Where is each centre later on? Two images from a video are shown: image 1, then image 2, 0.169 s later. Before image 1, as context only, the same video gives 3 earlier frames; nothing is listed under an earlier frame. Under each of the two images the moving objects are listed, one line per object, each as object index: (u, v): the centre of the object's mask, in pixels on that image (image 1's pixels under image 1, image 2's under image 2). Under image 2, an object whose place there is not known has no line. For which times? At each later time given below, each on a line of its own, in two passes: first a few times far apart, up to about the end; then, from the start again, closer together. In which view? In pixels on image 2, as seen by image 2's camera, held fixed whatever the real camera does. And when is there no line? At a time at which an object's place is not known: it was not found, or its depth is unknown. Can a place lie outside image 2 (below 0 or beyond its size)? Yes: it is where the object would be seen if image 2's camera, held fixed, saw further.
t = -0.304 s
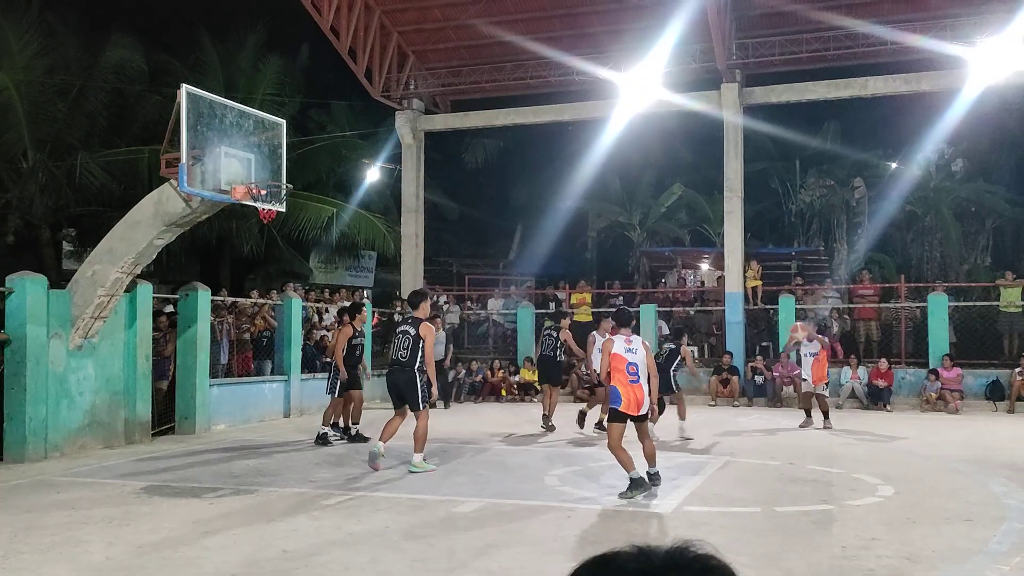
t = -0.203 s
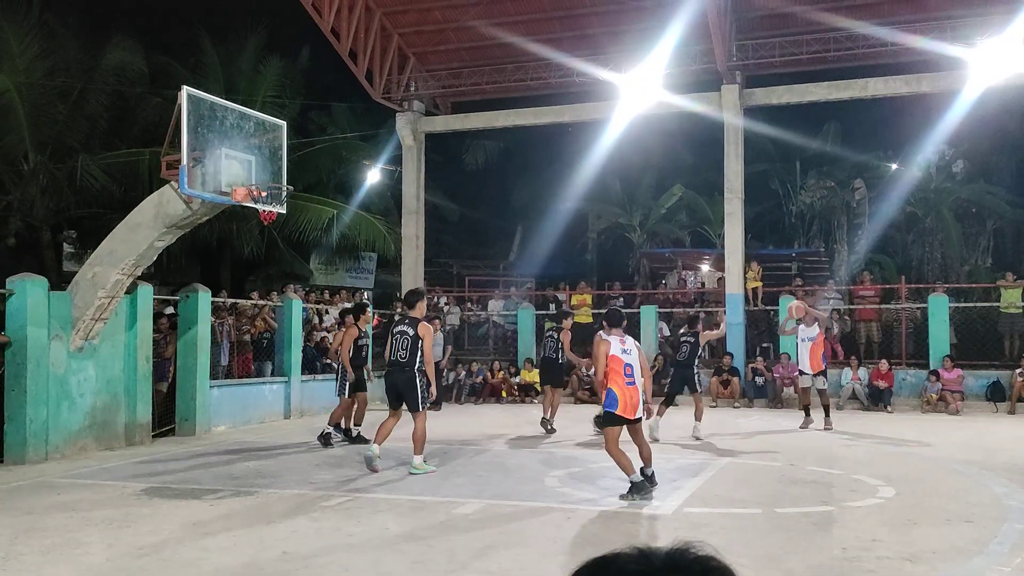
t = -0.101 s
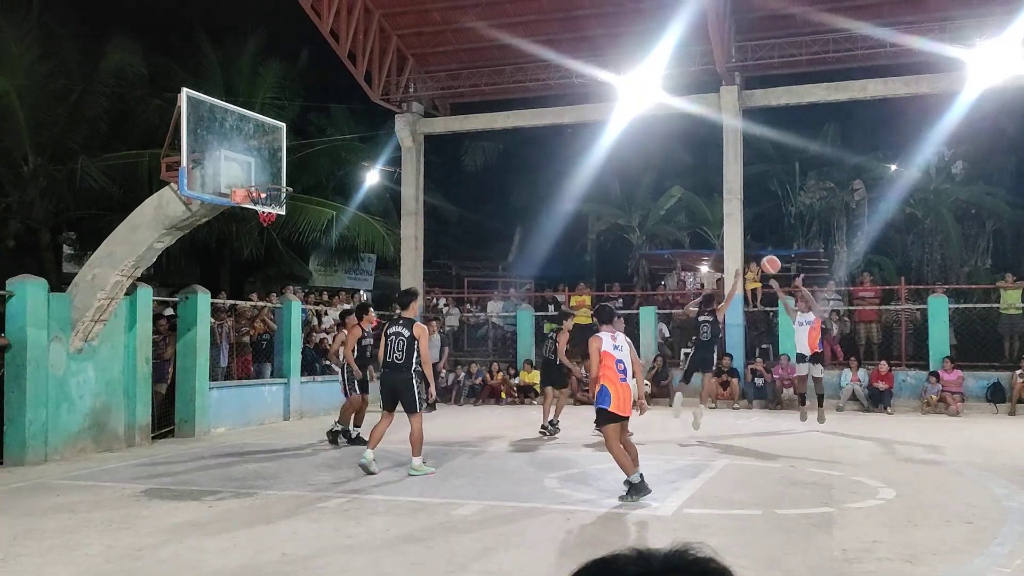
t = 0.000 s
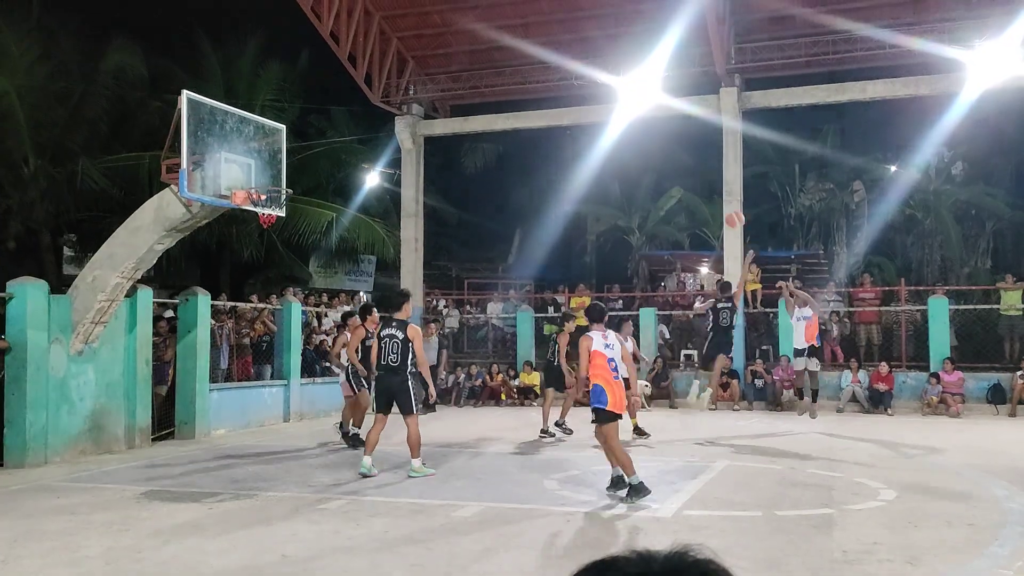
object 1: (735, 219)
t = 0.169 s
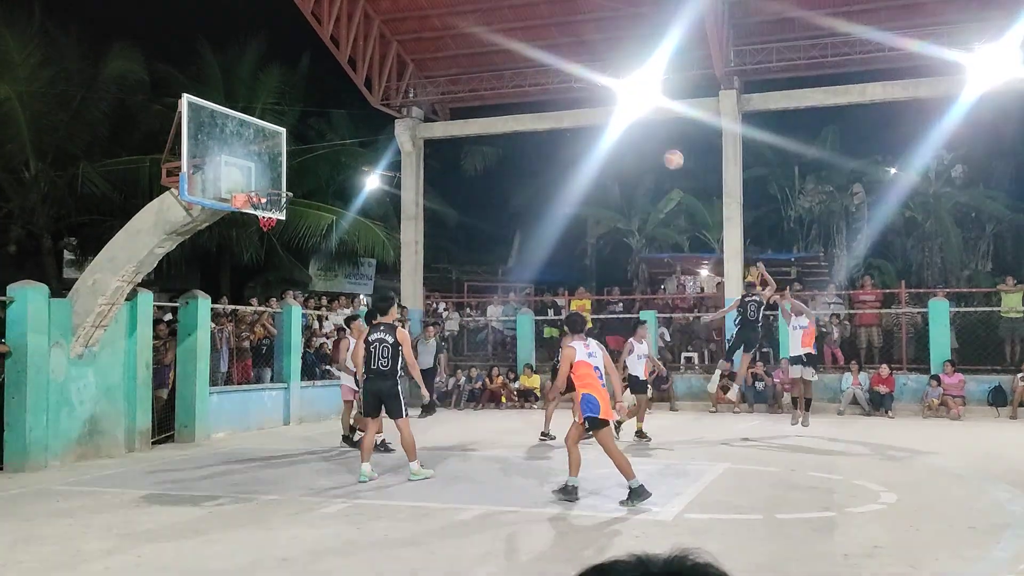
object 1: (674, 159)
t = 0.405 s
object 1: (583, 103)
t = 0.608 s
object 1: (501, 91)
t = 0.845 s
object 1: (398, 117)
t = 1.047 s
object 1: (303, 184)
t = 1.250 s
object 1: (360, 151)
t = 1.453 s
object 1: (427, 143)
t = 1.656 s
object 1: (486, 169)
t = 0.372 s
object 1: (597, 108)
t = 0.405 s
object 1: (583, 103)
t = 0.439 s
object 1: (570, 99)
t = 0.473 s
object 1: (556, 97)
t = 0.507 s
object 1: (542, 93)
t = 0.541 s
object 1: (528, 92)
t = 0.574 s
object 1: (514, 91)
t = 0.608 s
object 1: (501, 91)
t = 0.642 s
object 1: (487, 92)
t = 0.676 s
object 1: (472, 94)
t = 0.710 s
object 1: (457, 98)
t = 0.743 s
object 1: (442, 101)
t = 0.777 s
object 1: (428, 106)
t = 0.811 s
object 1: (414, 111)
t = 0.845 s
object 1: (398, 117)
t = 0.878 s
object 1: (383, 126)
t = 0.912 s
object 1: (368, 135)
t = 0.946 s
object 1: (352, 145)
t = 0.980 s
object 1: (336, 157)
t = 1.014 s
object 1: (319, 170)
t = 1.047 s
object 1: (303, 184)
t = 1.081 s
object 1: (303, 185)
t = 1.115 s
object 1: (315, 176)
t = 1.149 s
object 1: (327, 168)
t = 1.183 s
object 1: (338, 161)
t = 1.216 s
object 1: (349, 155)
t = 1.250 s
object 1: (360, 151)
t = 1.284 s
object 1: (371, 147)
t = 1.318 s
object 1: (381, 145)
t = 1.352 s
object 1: (391, 144)
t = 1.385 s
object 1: (403, 142)
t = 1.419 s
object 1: (416, 142)
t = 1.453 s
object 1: (427, 143)
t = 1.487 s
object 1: (438, 145)
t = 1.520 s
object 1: (448, 148)
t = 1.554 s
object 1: (457, 152)
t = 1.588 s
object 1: (467, 157)
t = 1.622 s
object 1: (476, 162)
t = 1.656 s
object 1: (486, 169)
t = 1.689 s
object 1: (495, 177)
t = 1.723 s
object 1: (505, 186)
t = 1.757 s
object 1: (515, 196)
